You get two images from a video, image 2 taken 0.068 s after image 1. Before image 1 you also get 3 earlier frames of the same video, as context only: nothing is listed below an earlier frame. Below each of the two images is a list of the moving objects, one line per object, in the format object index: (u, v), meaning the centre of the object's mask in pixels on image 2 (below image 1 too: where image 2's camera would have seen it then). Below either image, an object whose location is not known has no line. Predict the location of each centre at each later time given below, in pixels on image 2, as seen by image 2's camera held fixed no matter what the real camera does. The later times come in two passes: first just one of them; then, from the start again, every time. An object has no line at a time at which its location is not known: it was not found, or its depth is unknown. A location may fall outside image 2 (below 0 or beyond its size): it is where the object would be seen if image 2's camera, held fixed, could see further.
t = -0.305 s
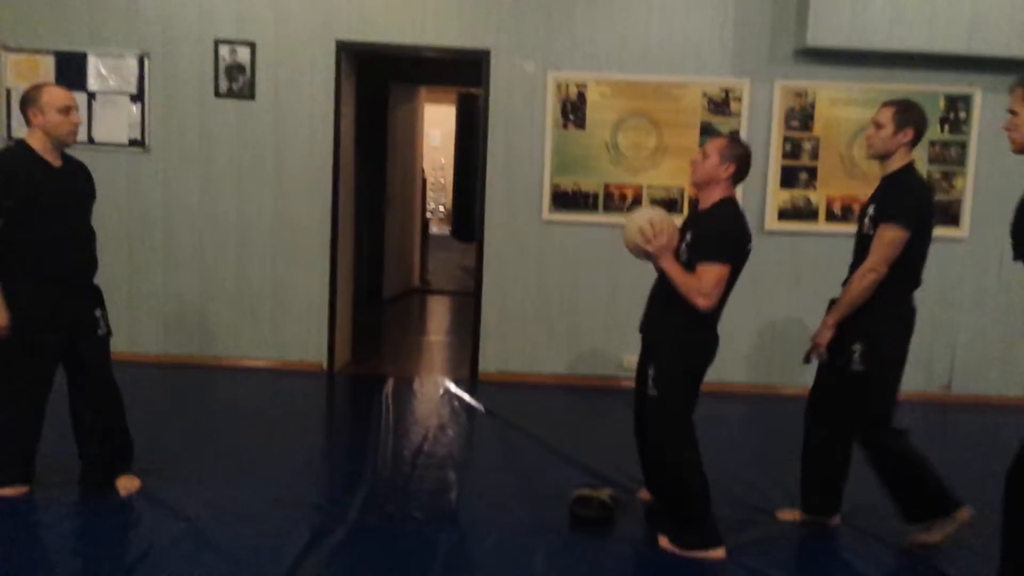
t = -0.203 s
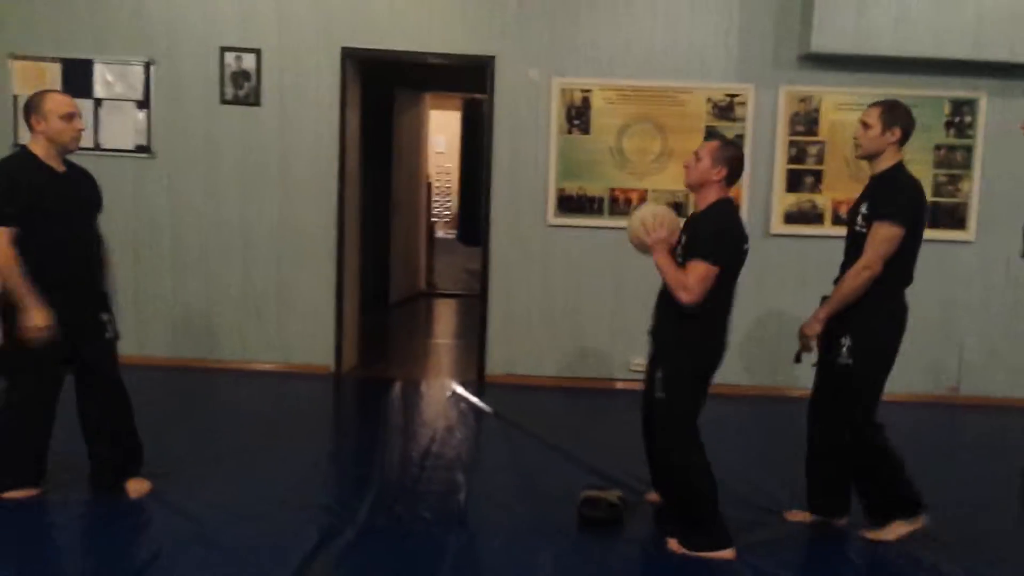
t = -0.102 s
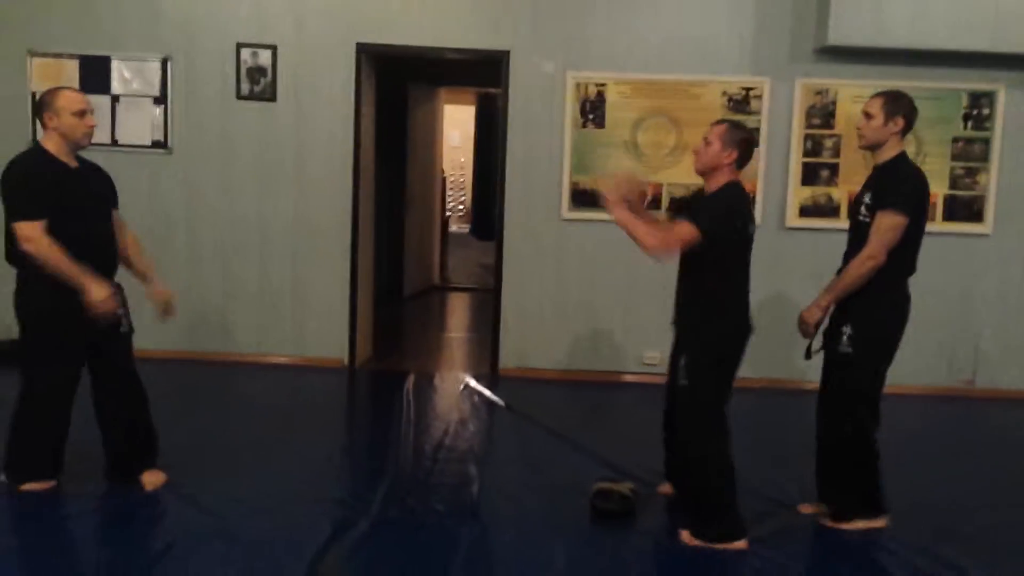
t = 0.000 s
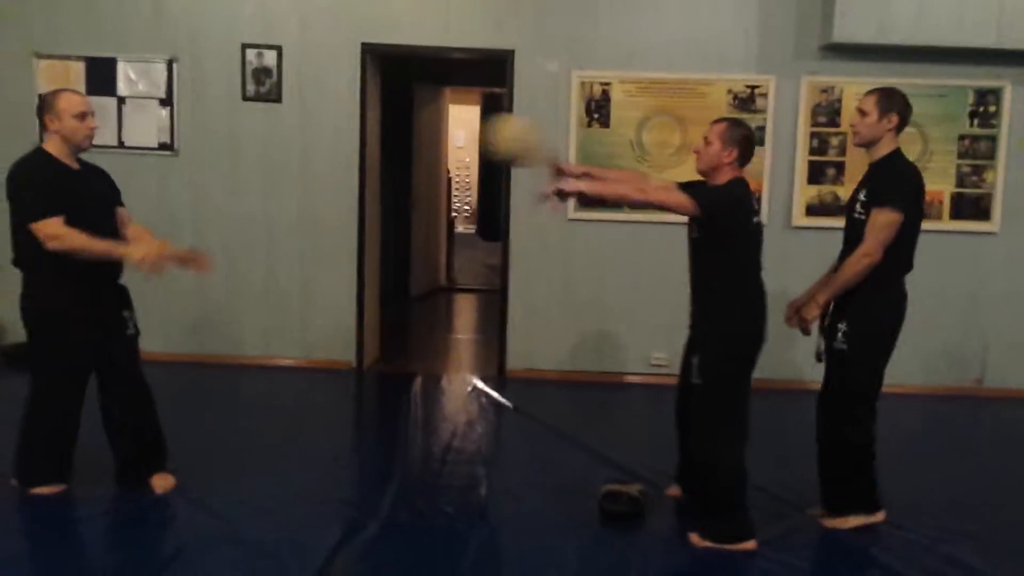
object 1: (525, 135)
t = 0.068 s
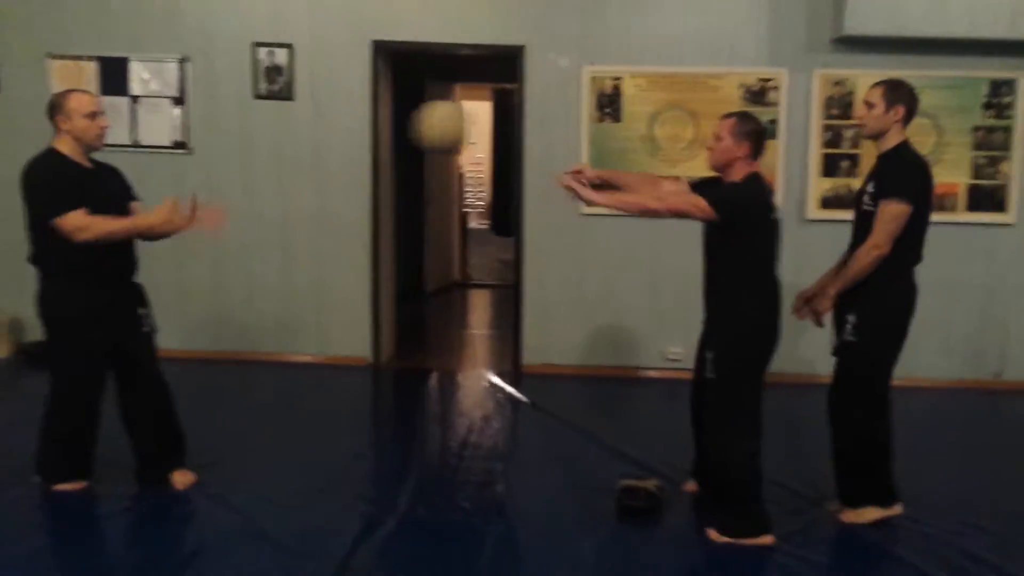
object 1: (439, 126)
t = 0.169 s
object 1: (321, 137)
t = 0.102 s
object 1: (406, 124)
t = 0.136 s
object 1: (364, 129)
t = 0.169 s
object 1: (321, 137)
